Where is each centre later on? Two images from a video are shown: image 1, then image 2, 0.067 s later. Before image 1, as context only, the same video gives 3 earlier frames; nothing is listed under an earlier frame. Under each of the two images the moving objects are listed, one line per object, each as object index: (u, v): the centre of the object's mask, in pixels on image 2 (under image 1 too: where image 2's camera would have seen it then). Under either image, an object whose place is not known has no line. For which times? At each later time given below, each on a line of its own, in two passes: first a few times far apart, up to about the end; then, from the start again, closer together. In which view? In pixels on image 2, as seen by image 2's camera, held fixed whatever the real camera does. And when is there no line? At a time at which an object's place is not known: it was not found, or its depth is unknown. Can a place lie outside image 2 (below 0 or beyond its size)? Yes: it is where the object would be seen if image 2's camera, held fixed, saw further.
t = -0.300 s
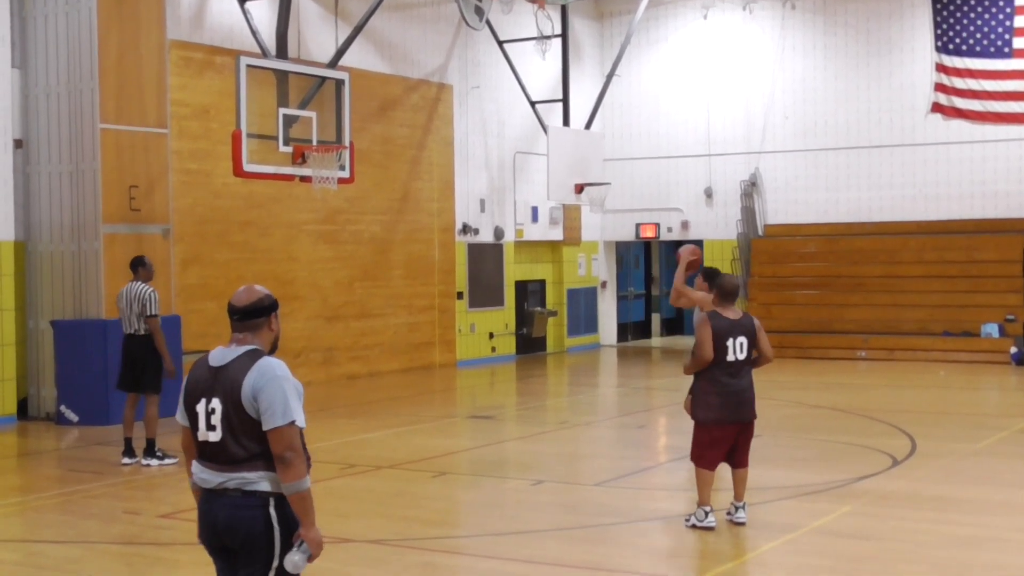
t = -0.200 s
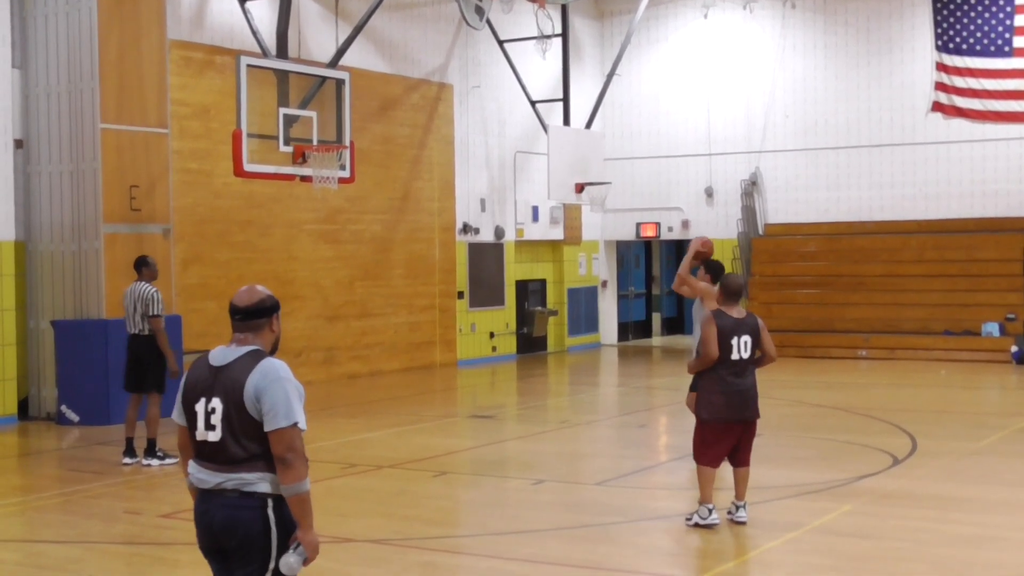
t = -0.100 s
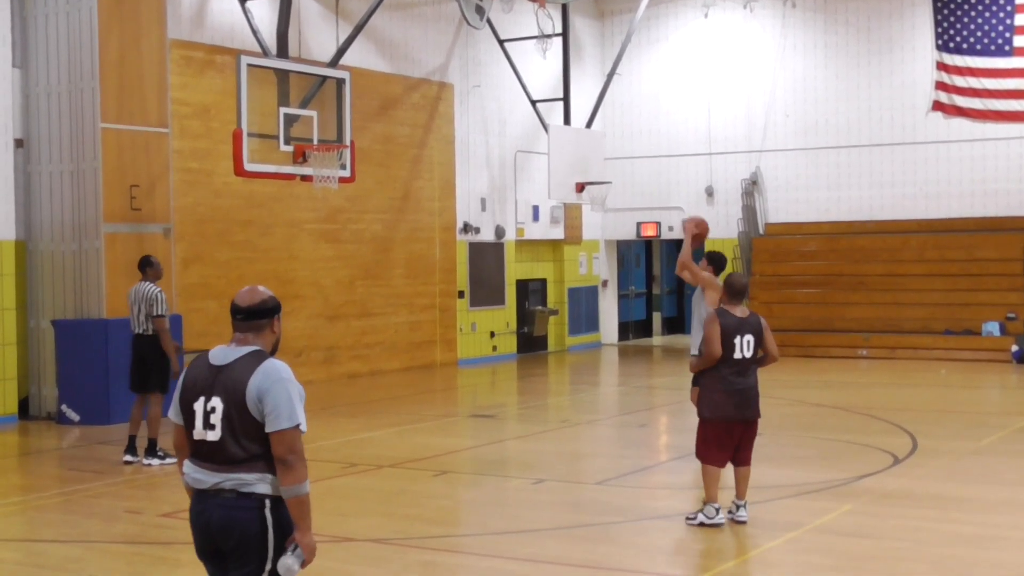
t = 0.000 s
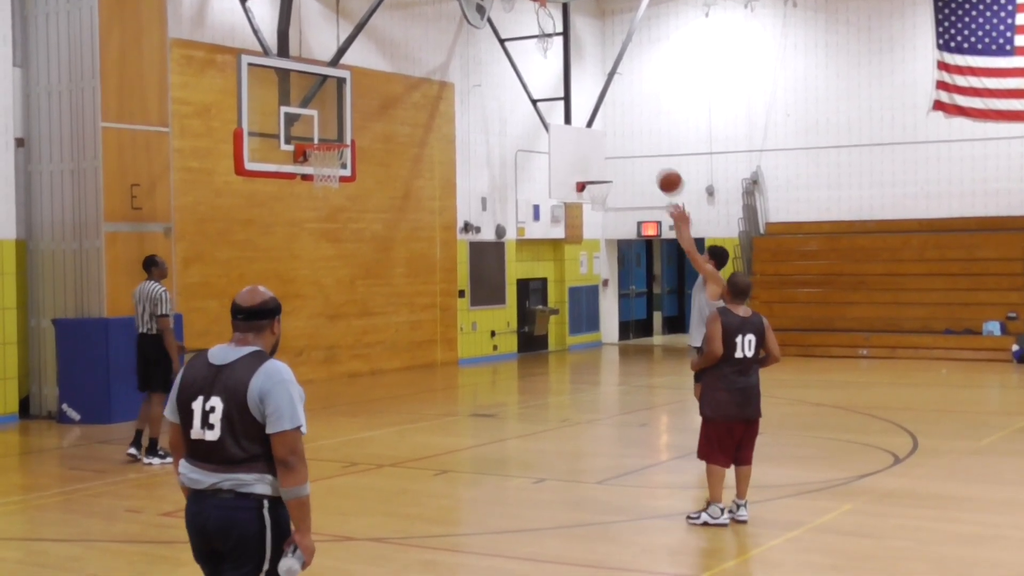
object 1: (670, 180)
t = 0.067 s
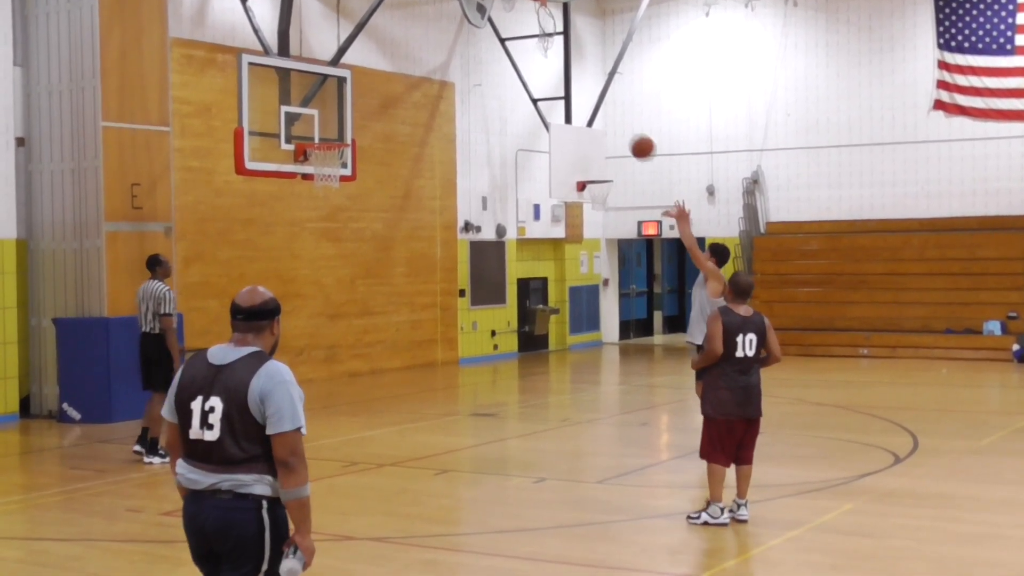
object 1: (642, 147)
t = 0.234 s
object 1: (575, 85)
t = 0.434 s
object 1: (501, 51)
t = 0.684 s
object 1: (416, 65)
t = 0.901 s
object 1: (348, 123)
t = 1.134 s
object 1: (309, 187)
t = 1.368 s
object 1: (314, 282)
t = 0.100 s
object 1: (628, 132)
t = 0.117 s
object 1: (621, 125)
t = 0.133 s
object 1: (615, 119)
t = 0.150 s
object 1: (608, 112)
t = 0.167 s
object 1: (601, 106)
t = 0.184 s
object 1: (595, 101)
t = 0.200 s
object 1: (588, 95)
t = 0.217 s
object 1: (582, 90)
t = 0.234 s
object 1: (575, 85)
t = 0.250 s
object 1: (569, 81)
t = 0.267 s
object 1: (563, 78)
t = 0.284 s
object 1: (557, 73)
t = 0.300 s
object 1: (550, 69)
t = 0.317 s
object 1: (544, 66)
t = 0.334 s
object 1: (538, 63)
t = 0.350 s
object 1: (531, 60)
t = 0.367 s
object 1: (525, 58)
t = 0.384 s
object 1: (519, 56)
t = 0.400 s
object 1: (513, 54)
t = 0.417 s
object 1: (507, 52)
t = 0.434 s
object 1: (501, 51)
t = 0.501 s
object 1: (477, 49)
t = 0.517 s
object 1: (472, 49)
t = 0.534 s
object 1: (465, 49)
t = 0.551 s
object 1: (460, 50)
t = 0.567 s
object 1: (454, 51)
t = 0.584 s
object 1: (449, 52)
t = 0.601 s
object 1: (443, 54)
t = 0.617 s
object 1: (438, 55)
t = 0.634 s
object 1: (432, 57)
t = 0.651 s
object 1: (426, 59)
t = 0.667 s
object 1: (421, 62)
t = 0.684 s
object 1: (416, 65)
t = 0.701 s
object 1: (410, 68)
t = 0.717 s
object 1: (405, 71)
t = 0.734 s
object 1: (400, 74)
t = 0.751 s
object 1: (394, 78)
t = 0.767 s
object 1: (389, 82)
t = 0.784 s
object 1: (384, 86)
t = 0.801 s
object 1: (378, 90)
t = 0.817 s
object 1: (373, 95)
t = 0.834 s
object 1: (368, 100)
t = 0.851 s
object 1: (363, 106)
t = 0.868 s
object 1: (358, 111)
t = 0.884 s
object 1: (353, 117)
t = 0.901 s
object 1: (348, 123)
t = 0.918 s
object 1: (343, 129)
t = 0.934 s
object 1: (338, 133)
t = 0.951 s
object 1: (334, 137)
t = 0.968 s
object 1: (330, 147)
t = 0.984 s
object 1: (326, 158)
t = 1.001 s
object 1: (319, 161)
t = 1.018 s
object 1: (315, 165)
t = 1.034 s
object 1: (312, 167)
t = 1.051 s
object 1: (311, 167)
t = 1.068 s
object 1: (309, 172)
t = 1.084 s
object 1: (308, 176)
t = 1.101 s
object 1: (308, 179)
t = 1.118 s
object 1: (308, 184)
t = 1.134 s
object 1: (309, 187)
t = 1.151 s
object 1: (309, 193)
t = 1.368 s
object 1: (314, 282)
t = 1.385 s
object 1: (314, 290)
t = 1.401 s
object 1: (314, 299)
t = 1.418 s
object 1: (315, 308)
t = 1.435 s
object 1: (315, 317)
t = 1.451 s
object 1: (315, 326)
